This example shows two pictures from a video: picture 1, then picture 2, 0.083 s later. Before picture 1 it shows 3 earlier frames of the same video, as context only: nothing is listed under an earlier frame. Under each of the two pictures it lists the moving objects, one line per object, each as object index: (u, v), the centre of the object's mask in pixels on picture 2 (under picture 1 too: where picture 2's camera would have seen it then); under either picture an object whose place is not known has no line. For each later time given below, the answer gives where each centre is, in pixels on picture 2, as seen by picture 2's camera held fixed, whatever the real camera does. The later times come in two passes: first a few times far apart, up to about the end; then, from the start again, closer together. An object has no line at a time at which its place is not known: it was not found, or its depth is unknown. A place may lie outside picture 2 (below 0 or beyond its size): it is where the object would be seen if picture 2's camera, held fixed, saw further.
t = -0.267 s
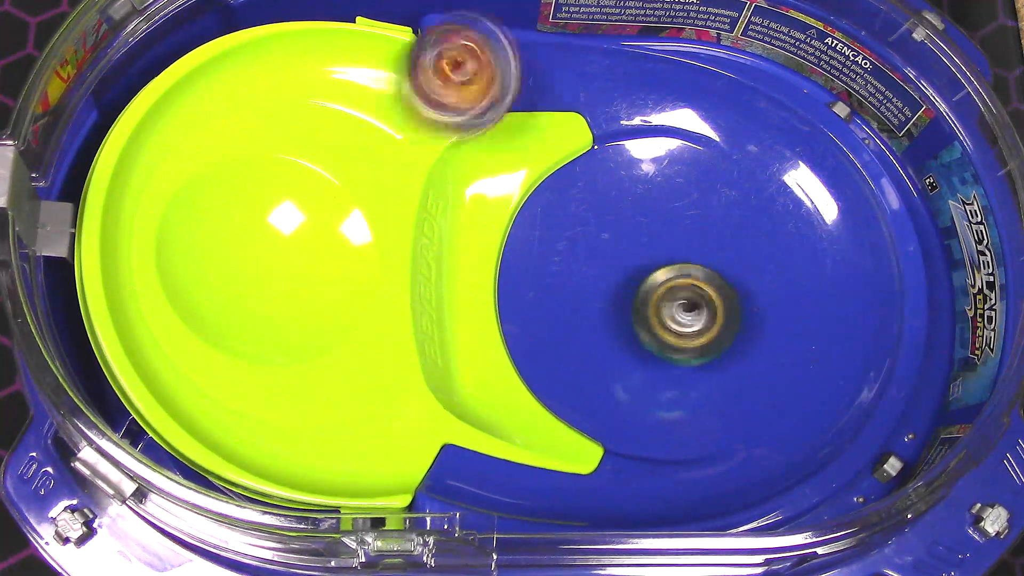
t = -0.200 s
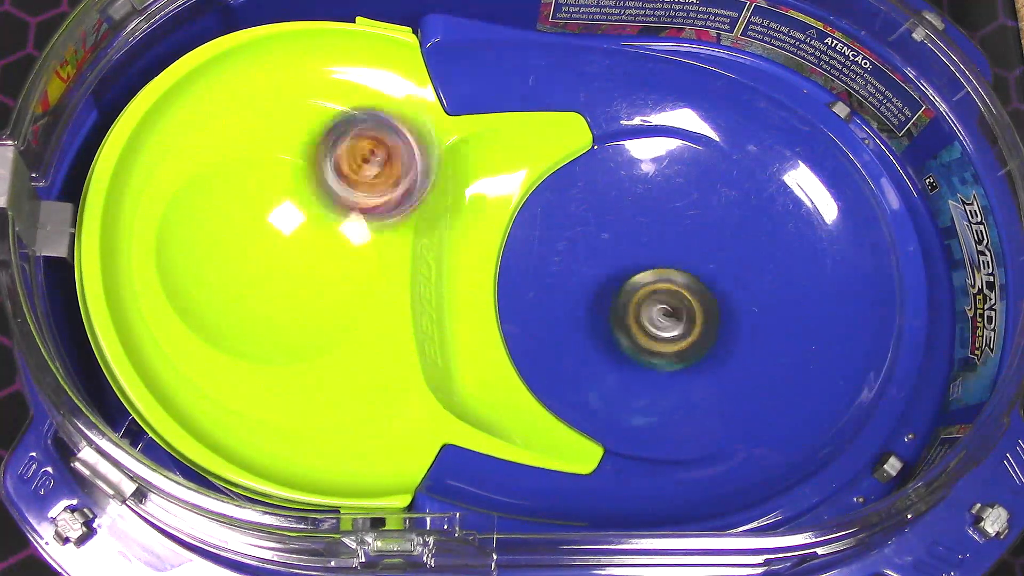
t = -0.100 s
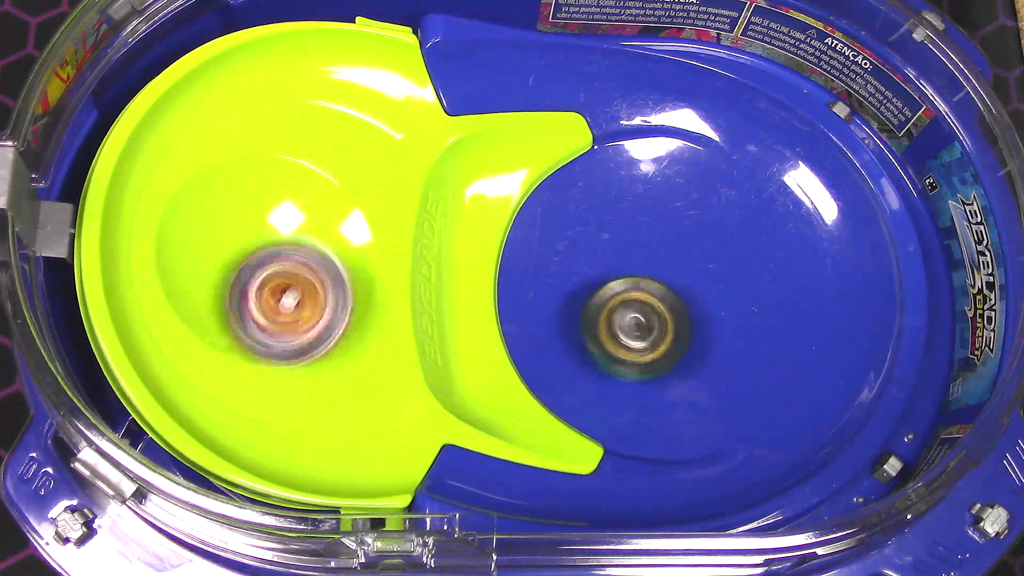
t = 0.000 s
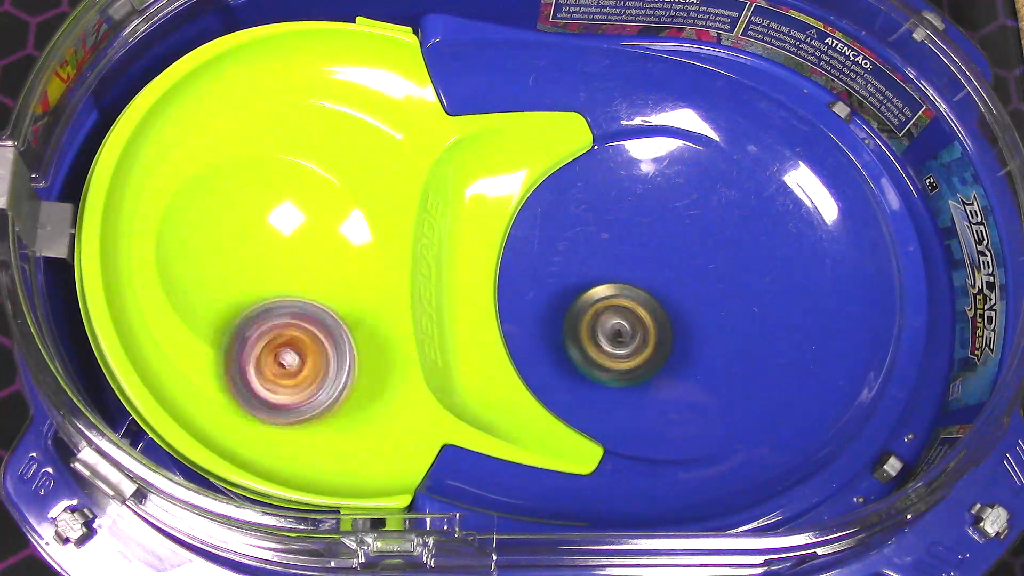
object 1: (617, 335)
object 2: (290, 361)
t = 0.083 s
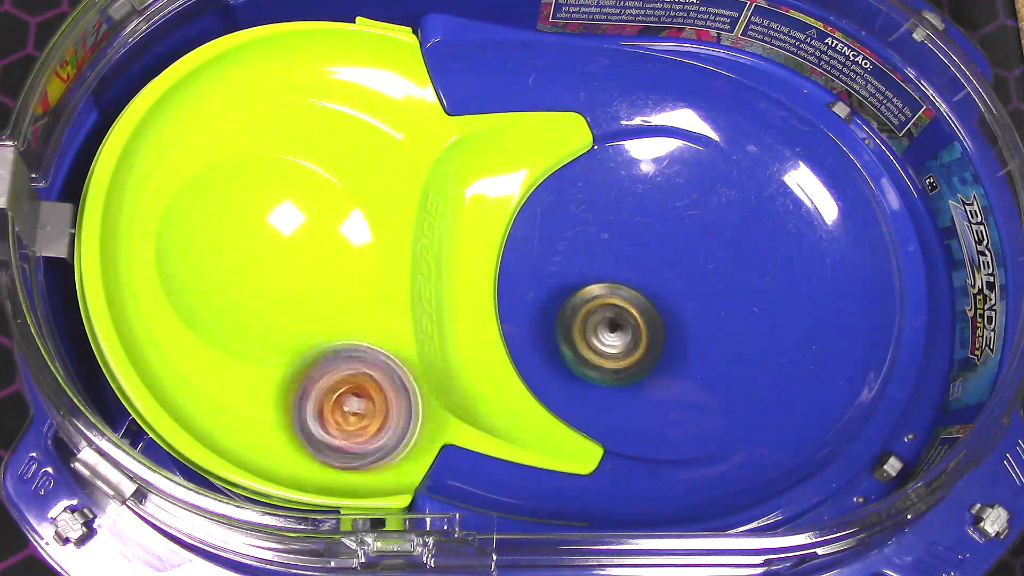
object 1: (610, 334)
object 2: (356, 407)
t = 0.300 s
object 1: (613, 301)
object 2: (680, 427)
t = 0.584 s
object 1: (602, 234)
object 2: (786, 106)
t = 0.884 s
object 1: (649, 277)
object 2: (458, 280)
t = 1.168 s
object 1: (757, 289)
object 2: (786, 396)
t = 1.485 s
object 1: (655, 163)
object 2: (786, 205)
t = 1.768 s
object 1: (510, 266)
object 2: (632, 305)
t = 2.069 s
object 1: (584, 279)
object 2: (816, 416)
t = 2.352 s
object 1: (578, 215)
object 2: (705, 235)
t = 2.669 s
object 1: (542, 300)
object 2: (670, 267)
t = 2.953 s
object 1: (583, 268)
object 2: (743, 310)
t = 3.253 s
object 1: (648, 257)
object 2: (747, 311)
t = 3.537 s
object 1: (673, 235)
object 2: (727, 344)
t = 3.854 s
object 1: (704, 212)
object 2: (637, 411)
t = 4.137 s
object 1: (708, 275)
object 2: (591, 303)
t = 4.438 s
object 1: (741, 321)
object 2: (626, 174)
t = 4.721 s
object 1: (690, 320)
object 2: (728, 219)
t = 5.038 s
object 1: (560, 325)
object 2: (733, 326)
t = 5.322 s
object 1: (548, 240)
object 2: (635, 282)
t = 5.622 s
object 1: (586, 225)
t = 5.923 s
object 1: (684, 278)
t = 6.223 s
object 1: (685, 282)
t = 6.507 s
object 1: (686, 292)
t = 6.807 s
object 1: (675, 284)
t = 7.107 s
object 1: (710, 296)
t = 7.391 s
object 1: (695, 291)
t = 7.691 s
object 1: (673, 287)
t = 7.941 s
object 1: (683, 285)
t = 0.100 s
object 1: (609, 334)
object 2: (377, 414)
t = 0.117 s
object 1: (608, 332)
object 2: (397, 421)
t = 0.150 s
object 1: (608, 329)
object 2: (444, 431)
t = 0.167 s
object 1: (608, 328)
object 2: (469, 432)
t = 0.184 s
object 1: (608, 325)
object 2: (491, 433)
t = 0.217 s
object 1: (609, 319)
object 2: (545, 436)
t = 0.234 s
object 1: (610, 316)
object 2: (573, 438)
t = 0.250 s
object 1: (611, 312)
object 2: (599, 437)
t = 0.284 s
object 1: (612, 304)
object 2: (653, 433)
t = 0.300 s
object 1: (613, 301)
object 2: (680, 427)
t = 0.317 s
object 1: (614, 296)
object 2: (706, 417)
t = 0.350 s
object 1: (617, 286)
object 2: (754, 392)
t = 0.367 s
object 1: (617, 281)
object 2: (776, 376)
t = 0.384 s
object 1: (617, 277)
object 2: (794, 360)
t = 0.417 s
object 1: (616, 267)
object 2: (823, 320)
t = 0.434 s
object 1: (614, 263)
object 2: (834, 299)
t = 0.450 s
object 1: (613, 258)
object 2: (842, 277)
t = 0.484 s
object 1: (609, 250)
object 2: (851, 234)
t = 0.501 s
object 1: (607, 247)
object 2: (851, 206)
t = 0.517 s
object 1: (606, 243)
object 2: (845, 180)
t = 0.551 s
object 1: (604, 238)
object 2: (822, 136)
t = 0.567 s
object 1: (602, 236)
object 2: (806, 120)
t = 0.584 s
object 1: (602, 234)
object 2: (786, 106)
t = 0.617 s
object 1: (602, 231)
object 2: (738, 88)
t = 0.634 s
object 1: (601, 231)
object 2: (712, 85)
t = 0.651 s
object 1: (602, 230)
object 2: (683, 82)
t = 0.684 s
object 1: (603, 230)
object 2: (629, 91)
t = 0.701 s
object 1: (604, 231)
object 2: (606, 101)
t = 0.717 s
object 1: (606, 231)
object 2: (584, 113)
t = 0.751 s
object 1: (612, 235)
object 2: (549, 141)
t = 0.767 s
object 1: (616, 243)
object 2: (529, 151)
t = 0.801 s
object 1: (625, 256)
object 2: (485, 178)
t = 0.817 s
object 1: (629, 261)
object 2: (470, 193)
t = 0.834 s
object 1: (633, 266)
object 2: (462, 210)
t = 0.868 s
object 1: (643, 275)
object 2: (455, 255)
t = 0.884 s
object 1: (649, 277)
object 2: (458, 280)
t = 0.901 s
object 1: (655, 282)
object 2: (465, 303)
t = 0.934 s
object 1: (669, 289)
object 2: (492, 347)
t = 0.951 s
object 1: (676, 290)
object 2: (508, 366)
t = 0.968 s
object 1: (683, 294)
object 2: (526, 381)
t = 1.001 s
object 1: (698, 297)
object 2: (562, 403)
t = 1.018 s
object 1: (705, 297)
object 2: (582, 413)
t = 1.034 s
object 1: (713, 299)
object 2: (604, 420)
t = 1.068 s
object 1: (727, 298)
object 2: (649, 435)
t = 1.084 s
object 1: (732, 298)
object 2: (673, 436)
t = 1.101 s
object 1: (739, 297)
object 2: (700, 432)
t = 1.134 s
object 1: (750, 295)
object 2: (747, 417)
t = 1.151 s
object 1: (753, 294)
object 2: (768, 405)
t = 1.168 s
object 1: (757, 289)
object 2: (786, 396)
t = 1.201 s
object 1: (761, 265)
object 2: (820, 388)
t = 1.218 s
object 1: (763, 255)
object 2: (835, 381)
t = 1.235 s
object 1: (763, 246)
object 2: (847, 372)
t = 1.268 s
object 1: (763, 230)
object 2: (864, 348)
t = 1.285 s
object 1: (761, 222)
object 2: (867, 336)
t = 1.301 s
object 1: (757, 216)
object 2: (870, 319)
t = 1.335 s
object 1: (750, 203)
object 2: (862, 285)
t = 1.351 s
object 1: (745, 198)
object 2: (855, 269)
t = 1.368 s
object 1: (741, 195)
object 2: (845, 255)
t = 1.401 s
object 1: (721, 182)
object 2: (828, 230)
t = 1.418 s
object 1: (705, 175)
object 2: (823, 222)
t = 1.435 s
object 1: (693, 170)
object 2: (815, 217)
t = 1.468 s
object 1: (667, 163)
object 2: (797, 208)
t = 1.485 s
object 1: (655, 163)
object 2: (786, 205)
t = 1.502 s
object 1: (642, 163)
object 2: (777, 204)
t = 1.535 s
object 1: (617, 168)
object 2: (755, 204)
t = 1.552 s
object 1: (606, 171)
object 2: (743, 207)
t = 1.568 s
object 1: (594, 176)
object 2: (732, 208)
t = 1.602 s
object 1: (574, 188)
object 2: (708, 215)
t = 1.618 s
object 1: (563, 195)
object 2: (696, 220)
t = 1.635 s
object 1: (555, 204)
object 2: (683, 226)
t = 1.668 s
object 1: (539, 221)
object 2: (658, 240)
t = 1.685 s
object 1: (532, 230)
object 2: (646, 247)
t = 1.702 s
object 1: (525, 239)
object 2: (636, 257)
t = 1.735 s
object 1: (511, 250)
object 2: (628, 281)
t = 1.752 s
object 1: (510, 257)
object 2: (631, 295)
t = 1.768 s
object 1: (510, 266)
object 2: (632, 305)
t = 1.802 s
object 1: (508, 286)
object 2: (639, 330)
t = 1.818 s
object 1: (519, 297)
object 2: (644, 341)
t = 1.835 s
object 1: (528, 304)
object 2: (647, 351)
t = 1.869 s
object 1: (550, 319)
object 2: (658, 372)
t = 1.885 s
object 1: (553, 319)
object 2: (668, 385)
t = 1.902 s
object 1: (558, 317)
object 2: (684, 397)
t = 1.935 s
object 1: (565, 312)
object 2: (709, 418)
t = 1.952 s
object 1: (569, 309)
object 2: (725, 428)
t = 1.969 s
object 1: (572, 306)
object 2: (738, 432)
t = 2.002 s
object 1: (578, 298)
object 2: (768, 437)
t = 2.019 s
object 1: (580, 294)
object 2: (781, 437)
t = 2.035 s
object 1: (581, 289)
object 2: (796, 430)
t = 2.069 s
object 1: (584, 279)
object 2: (816, 416)
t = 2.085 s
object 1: (585, 274)
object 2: (826, 402)
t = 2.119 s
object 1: (584, 263)
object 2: (833, 376)
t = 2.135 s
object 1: (585, 258)
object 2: (834, 359)
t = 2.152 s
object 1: (583, 253)
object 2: (833, 345)
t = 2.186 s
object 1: (581, 243)
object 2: (824, 317)
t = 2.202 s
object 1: (579, 237)
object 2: (817, 305)
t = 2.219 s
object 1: (578, 233)
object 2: (810, 294)
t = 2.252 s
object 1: (576, 225)
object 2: (787, 273)
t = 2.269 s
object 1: (576, 223)
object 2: (777, 265)
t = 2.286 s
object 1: (575, 220)
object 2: (765, 258)
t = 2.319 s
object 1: (576, 217)
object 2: (735, 246)
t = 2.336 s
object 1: (577, 215)
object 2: (722, 241)
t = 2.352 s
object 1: (578, 215)
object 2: (705, 235)
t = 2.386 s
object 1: (573, 209)
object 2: (684, 231)
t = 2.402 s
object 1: (564, 209)
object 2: (681, 231)
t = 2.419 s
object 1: (553, 204)
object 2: (676, 232)
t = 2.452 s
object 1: (538, 206)
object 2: (665, 233)
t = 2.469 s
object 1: (537, 213)
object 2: (657, 234)
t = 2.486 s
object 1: (538, 222)
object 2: (652, 234)
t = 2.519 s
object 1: (531, 235)
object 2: (648, 238)
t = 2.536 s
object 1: (529, 245)
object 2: (652, 241)
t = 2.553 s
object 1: (528, 254)
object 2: (657, 245)
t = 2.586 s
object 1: (530, 272)
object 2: (661, 252)
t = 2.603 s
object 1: (532, 280)
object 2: (663, 256)
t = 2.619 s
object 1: (534, 287)
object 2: (665, 259)
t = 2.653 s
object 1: (539, 297)
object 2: (667, 264)
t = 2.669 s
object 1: (542, 300)
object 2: (670, 267)
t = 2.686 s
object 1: (545, 301)
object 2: (671, 272)
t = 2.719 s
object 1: (554, 300)
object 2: (675, 275)
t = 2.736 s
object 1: (559, 298)
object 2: (678, 280)
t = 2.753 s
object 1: (565, 297)
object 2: (680, 283)
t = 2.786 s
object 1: (575, 292)
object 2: (688, 288)
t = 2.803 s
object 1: (575, 288)
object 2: (696, 293)
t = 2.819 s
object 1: (574, 286)
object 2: (704, 296)
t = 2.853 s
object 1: (577, 281)
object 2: (717, 302)
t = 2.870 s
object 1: (577, 278)
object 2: (721, 304)
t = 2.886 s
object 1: (579, 275)
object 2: (724, 305)
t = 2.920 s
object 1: (580, 271)
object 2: (733, 308)
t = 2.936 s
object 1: (583, 269)
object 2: (738, 309)
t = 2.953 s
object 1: (583, 268)
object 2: (743, 310)
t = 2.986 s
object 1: (588, 264)
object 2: (751, 313)
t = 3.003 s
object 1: (589, 263)
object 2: (755, 314)
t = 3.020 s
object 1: (591, 261)
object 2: (758, 314)
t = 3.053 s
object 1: (595, 259)
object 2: (763, 315)
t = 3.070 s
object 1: (599, 258)
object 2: (763, 315)
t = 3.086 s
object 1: (602, 258)
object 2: (766, 316)
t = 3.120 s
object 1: (610, 257)
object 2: (765, 316)
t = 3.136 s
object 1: (613, 257)
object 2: (764, 315)
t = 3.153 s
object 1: (617, 256)
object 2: (764, 315)
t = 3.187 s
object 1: (626, 257)
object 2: (760, 313)
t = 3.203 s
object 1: (632, 256)
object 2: (757, 312)
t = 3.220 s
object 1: (638, 259)
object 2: (754, 312)
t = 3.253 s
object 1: (648, 257)
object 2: (747, 311)
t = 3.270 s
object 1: (649, 254)
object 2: (750, 317)
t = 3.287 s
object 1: (648, 250)
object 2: (748, 321)
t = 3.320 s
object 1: (652, 245)
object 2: (749, 325)
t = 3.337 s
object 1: (653, 243)
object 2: (750, 328)
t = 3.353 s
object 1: (655, 241)
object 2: (749, 330)
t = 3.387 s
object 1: (657, 238)
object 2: (749, 334)
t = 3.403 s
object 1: (660, 237)
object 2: (749, 337)
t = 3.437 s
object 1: (662, 235)
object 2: (745, 339)
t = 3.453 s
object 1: (665, 235)
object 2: (743, 340)
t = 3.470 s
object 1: (666, 235)
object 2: (741, 342)
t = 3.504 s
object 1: (670, 235)
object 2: (734, 343)
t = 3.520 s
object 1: (671, 236)
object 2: (730, 342)
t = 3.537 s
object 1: (673, 235)
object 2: (727, 344)
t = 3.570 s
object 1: (677, 238)
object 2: (717, 345)
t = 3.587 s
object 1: (679, 237)
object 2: (712, 347)
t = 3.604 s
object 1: (683, 232)
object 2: (706, 359)
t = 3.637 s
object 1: (688, 223)
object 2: (697, 374)
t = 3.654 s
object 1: (690, 220)
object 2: (692, 380)
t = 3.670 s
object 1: (692, 218)
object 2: (687, 387)
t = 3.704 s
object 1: (696, 214)
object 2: (680, 396)
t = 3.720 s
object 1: (697, 213)
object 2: (675, 398)
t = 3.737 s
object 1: (698, 211)
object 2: (672, 403)
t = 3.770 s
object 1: (701, 210)
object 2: (662, 407)
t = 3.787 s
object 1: (702, 210)
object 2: (655, 409)
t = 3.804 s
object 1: (703, 209)
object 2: (653, 411)
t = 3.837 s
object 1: (704, 211)
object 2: (641, 411)
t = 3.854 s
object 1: (704, 212)
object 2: (637, 411)
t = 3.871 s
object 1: (706, 214)
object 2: (634, 409)
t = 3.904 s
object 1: (704, 218)
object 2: (625, 404)
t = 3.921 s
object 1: (706, 221)
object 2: (623, 401)
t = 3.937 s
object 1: (705, 225)
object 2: (618, 397)
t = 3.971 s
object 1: (704, 230)
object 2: (612, 388)
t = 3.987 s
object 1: (704, 235)
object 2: (611, 380)
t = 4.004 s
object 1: (702, 239)
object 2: (609, 374)
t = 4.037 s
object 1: (702, 247)
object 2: (606, 360)
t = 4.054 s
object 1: (700, 252)
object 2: (602, 349)
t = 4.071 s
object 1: (700, 256)
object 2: (602, 341)
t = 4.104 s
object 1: (698, 267)
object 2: (600, 323)
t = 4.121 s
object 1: (704, 271)
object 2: (594, 313)
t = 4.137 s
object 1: (708, 275)
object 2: (591, 303)
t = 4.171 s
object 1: (717, 282)
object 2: (586, 281)
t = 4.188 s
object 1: (720, 286)
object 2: (586, 274)
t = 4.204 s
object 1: (723, 289)
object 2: (585, 263)
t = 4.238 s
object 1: (730, 294)
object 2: (586, 247)
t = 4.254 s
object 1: (732, 298)
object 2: (587, 237)
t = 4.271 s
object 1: (734, 300)
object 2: (588, 229)
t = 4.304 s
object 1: (738, 305)
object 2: (592, 211)
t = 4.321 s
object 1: (739, 307)
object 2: (595, 205)
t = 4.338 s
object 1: (741, 309)
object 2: (600, 197)
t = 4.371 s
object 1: (742, 314)
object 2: (606, 188)
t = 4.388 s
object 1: (742, 316)
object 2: (611, 184)
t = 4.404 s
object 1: (743, 318)
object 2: (615, 179)
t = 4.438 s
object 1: (741, 321)
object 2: (626, 174)
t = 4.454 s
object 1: (740, 322)
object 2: (632, 170)
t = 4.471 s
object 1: (739, 324)
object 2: (638, 168)
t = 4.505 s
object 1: (735, 325)
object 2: (651, 168)
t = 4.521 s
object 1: (734, 326)
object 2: (657, 168)
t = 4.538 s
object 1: (731, 327)
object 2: (664, 168)
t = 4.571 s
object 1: (726, 327)
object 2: (677, 172)
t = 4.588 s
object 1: (723, 327)
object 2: (683, 177)
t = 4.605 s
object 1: (718, 327)
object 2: (689, 180)
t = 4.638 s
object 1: (712, 326)
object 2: (701, 189)
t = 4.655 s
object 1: (707, 325)
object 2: (707, 194)
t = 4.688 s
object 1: (700, 323)
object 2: (718, 206)
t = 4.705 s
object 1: (694, 322)
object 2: (722, 212)
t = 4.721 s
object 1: (690, 320)
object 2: (728, 219)
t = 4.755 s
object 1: (669, 324)
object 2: (742, 230)
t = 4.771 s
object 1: (659, 327)
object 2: (749, 234)
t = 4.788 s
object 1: (649, 329)
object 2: (755, 237)
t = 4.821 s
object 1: (633, 332)
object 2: (767, 248)
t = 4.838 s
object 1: (625, 334)
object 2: (768, 257)
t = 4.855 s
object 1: (617, 335)
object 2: (768, 264)
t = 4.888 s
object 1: (603, 336)
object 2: (767, 279)
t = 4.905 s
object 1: (596, 336)
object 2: (765, 283)
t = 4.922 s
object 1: (590, 336)
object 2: (766, 289)
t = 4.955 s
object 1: (579, 335)
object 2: (759, 299)
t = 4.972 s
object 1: (574, 334)
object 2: (757, 305)
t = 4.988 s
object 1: (570, 332)
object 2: (751, 312)
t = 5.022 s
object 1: (563, 328)
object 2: (742, 320)
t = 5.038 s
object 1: (560, 325)
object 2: (733, 326)
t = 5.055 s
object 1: (557, 321)
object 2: (727, 327)
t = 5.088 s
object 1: (553, 313)
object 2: (711, 333)
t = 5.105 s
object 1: (551, 309)
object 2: (705, 332)
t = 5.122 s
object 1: (550, 304)
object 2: (700, 334)
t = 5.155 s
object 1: (548, 293)
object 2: (684, 332)
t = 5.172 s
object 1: (548, 287)
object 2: (678, 331)
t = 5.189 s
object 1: (547, 282)
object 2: (669, 327)
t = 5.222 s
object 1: (546, 271)
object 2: (659, 320)
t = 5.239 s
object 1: (546, 265)
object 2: (652, 313)
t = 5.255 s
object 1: (547, 260)
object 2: (650, 308)
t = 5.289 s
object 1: (547, 250)
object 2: (640, 294)
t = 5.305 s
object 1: (547, 245)
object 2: (639, 289)
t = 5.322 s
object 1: (548, 240)
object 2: (635, 282)
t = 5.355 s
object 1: (549, 233)
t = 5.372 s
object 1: (549, 228)
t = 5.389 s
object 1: (550, 225)
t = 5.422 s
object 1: (550, 217)
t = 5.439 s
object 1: (551, 215)
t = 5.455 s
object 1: (552, 213)
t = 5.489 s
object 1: (555, 212)
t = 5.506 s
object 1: (557, 212)
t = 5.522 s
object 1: (560, 212)
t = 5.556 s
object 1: (566, 215)
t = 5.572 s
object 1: (570, 217)
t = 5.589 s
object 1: (575, 219)
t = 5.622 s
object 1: (586, 225)
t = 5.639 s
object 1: (593, 229)
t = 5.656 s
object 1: (600, 234)
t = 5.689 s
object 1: (616, 243)
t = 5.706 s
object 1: (623, 247)
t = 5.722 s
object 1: (627, 250)
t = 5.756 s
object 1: (634, 253)
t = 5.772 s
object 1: (641, 259)
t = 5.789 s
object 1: (647, 263)
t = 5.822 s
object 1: (660, 273)
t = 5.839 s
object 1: (666, 279)
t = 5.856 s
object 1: (671, 283)
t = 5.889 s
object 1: (682, 285)
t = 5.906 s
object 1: (682, 282)
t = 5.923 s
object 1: (684, 278)
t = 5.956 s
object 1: (685, 274)
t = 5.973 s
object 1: (687, 274)
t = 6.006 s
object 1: (687, 275)
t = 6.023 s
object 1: (688, 276)
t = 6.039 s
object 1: (688, 276)
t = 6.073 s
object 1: (688, 276)
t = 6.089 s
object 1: (688, 277)
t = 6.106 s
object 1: (688, 277)
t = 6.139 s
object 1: (687, 278)
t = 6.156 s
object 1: (687, 279)
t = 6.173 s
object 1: (687, 280)
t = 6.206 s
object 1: (685, 281)
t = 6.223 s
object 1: (685, 282)
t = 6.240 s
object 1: (684, 283)
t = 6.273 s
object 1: (682, 285)
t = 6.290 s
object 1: (682, 286)
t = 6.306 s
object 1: (681, 287)
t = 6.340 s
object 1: (679, 289)
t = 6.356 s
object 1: (681, 290)
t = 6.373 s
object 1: (683, 291)
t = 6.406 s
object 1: (683, 292)
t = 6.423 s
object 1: (684, 292)
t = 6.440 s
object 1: (685, 292)
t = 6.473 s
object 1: (685, 292)
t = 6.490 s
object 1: (686, 292)
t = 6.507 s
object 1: (686, 292)
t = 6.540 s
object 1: (686, 291)
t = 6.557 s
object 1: (686, 291)
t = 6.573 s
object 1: (686, 291)
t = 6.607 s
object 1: (685, 290)
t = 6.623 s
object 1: (685, 289)
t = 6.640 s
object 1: (685, 289)
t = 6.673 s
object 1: (682, 288)
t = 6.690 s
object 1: (682, 287)
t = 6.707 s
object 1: (681, 287)
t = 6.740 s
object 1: (679, 286)
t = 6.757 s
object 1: (678, 285)
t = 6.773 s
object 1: (677, 285)
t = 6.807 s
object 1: (675, 284)
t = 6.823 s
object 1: (676, 284)
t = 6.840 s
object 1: (677, 286)
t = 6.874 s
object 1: (682, 289)
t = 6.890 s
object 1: (684, 289)
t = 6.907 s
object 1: (688, 290)
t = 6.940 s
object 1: (693, 292)
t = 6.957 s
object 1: (695, 292)
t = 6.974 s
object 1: (698, 293)
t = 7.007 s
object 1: (703, 294)
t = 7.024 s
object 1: (704, 295)
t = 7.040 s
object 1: (706, 295)
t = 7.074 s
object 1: (708, 296)
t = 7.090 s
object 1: (710, 296)
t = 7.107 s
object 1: (710, 296)
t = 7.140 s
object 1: (712, 297)
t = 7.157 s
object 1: (712, 297)
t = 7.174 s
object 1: (712, 297)
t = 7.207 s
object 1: (712, 297)
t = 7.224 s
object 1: (711, 297)
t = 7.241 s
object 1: (710, 297)
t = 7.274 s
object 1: (708, 296)
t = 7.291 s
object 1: (707, 296)
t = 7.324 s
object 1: (704, 294)
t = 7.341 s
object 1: (702, 293)
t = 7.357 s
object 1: (700, 293)
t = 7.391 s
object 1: (695, 291)
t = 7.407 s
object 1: (694, 290)
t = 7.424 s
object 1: (691, 289)
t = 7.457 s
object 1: (687, 289)
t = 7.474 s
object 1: (685, 288)
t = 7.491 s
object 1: (682, 288)
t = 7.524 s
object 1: (679, 287)
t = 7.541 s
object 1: (677, 287)
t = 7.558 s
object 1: (676, 288)
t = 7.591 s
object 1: (674, 287)
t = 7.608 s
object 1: (673, 287)
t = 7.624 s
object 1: (673, 287)
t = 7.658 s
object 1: (671, 286)
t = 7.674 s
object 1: (672, 287)
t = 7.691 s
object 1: (673, 287)
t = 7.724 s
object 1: (673, 286)
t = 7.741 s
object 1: (674, 285)
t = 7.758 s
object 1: (676, 285)
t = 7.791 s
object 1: (678, 286)
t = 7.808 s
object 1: (678, 286)
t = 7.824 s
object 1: (678, 285)
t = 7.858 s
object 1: (681, 285)
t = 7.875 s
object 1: (682, 286)
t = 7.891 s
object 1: (682, 286)
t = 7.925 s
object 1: (682, 284)
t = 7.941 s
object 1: (683, 285)
